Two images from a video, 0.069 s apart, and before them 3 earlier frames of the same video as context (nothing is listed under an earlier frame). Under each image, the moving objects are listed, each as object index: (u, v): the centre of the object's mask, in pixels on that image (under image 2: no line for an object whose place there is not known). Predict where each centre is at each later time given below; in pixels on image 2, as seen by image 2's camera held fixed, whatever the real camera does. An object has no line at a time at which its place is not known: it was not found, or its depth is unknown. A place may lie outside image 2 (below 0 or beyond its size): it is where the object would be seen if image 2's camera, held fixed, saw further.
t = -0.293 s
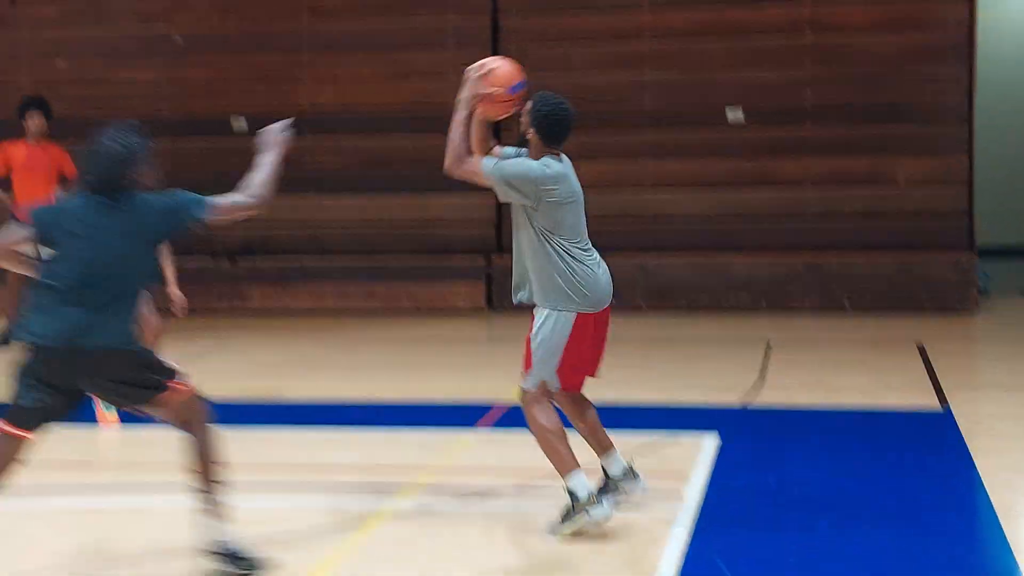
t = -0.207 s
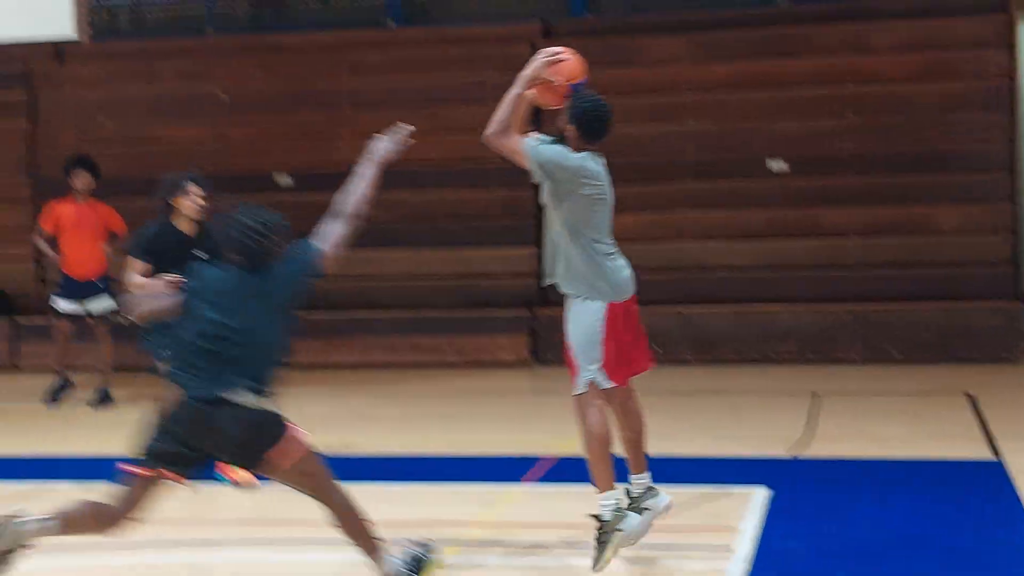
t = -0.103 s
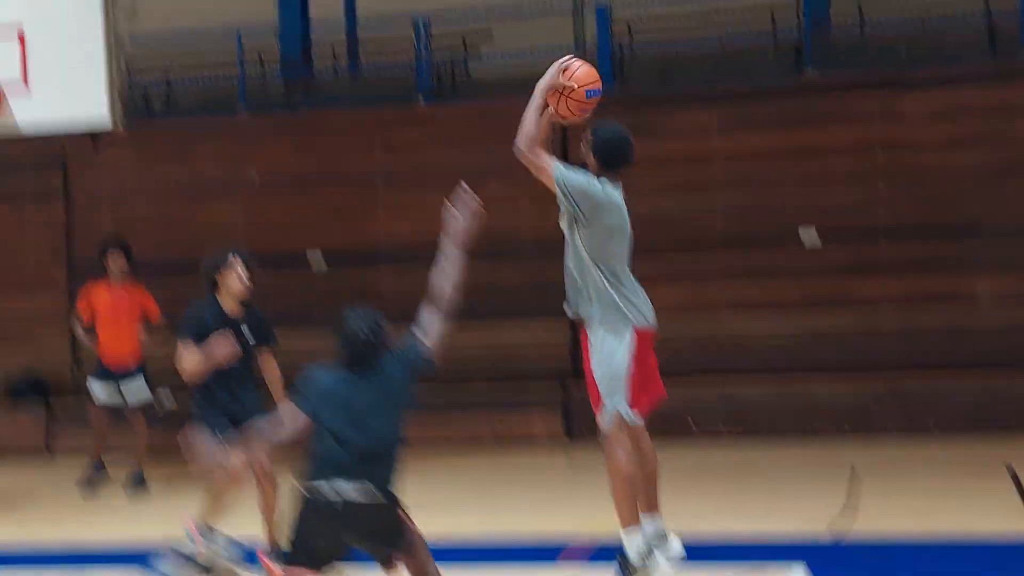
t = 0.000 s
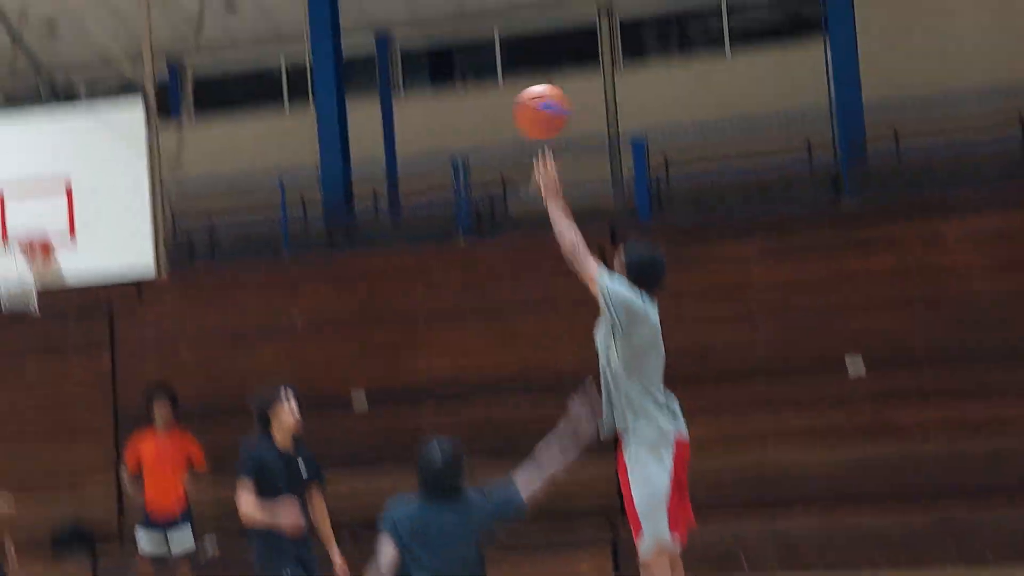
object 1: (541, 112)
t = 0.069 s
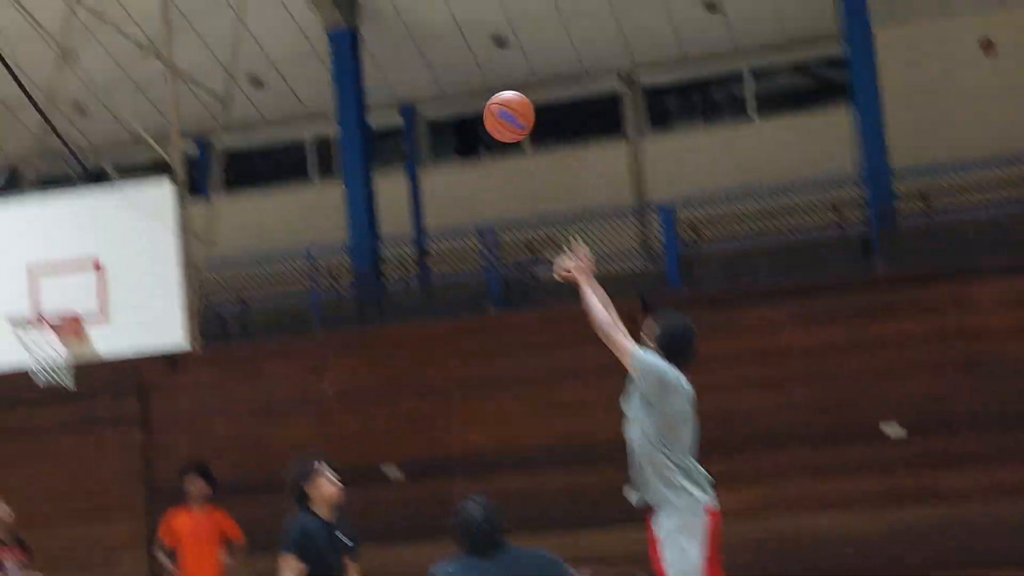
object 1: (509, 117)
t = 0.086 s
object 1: (494, 104)
